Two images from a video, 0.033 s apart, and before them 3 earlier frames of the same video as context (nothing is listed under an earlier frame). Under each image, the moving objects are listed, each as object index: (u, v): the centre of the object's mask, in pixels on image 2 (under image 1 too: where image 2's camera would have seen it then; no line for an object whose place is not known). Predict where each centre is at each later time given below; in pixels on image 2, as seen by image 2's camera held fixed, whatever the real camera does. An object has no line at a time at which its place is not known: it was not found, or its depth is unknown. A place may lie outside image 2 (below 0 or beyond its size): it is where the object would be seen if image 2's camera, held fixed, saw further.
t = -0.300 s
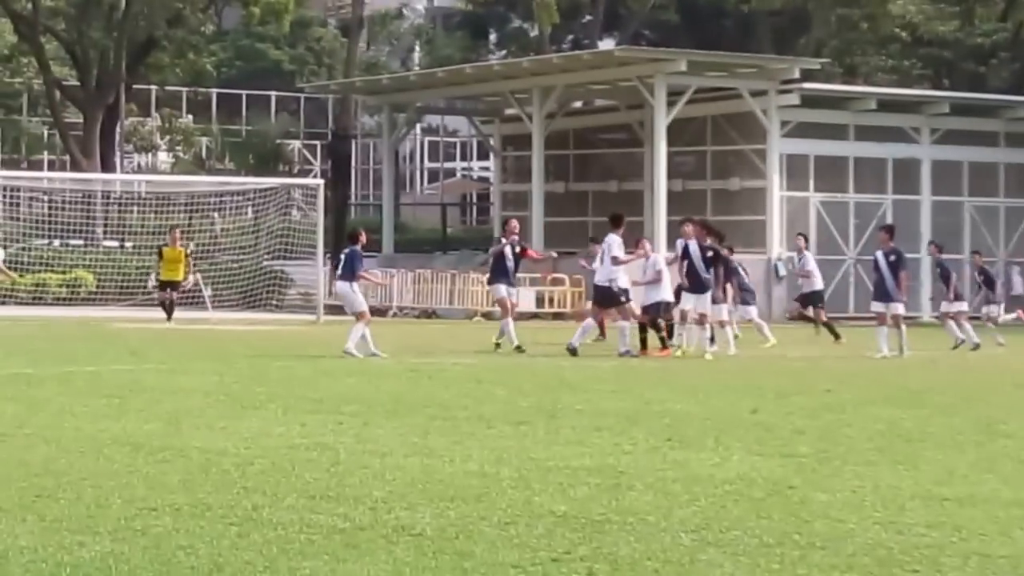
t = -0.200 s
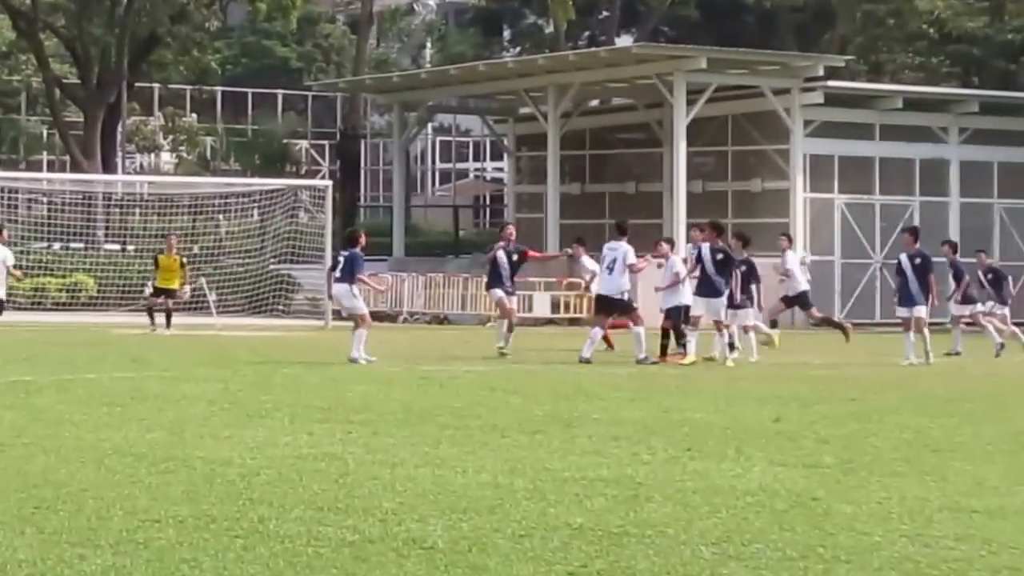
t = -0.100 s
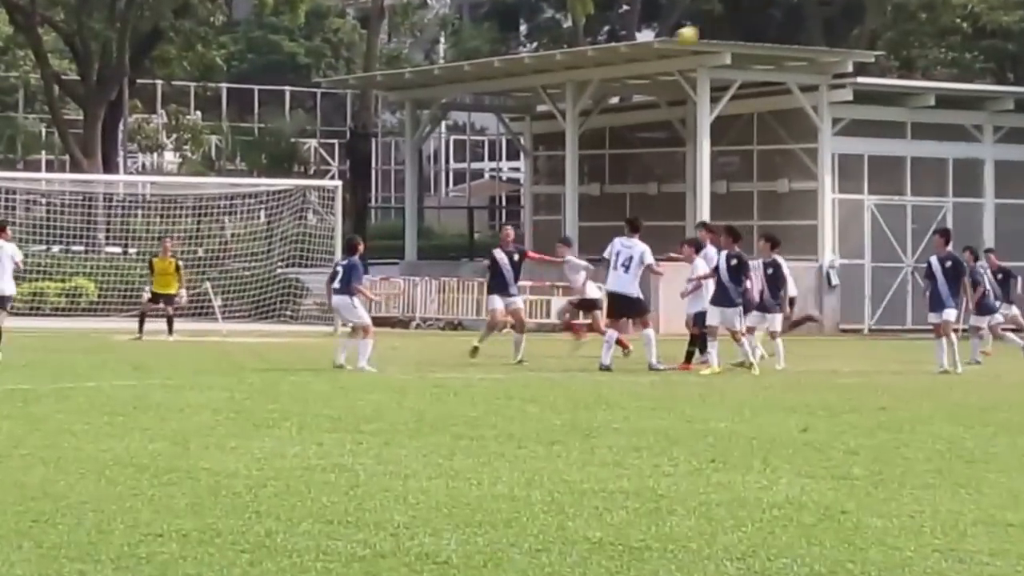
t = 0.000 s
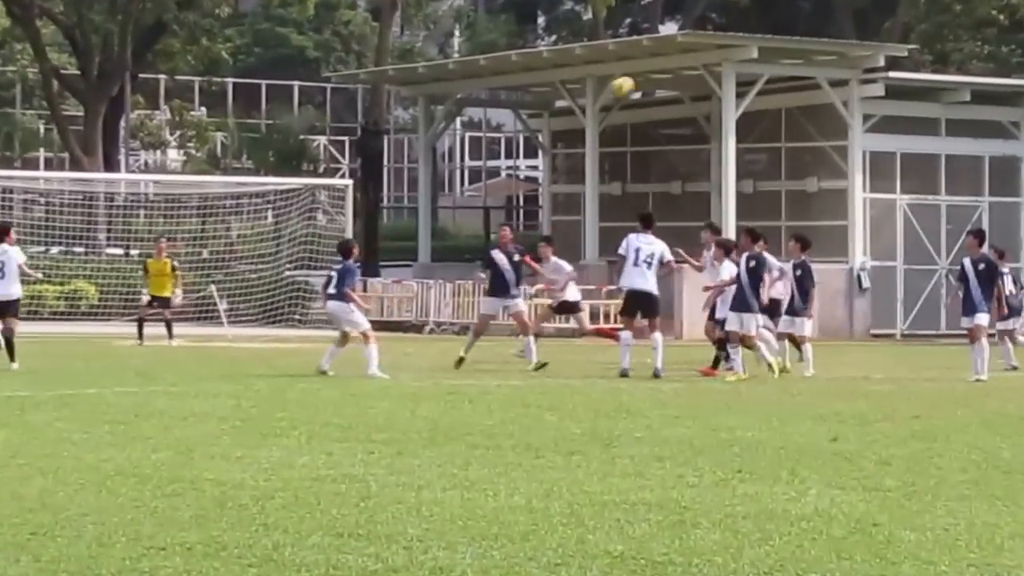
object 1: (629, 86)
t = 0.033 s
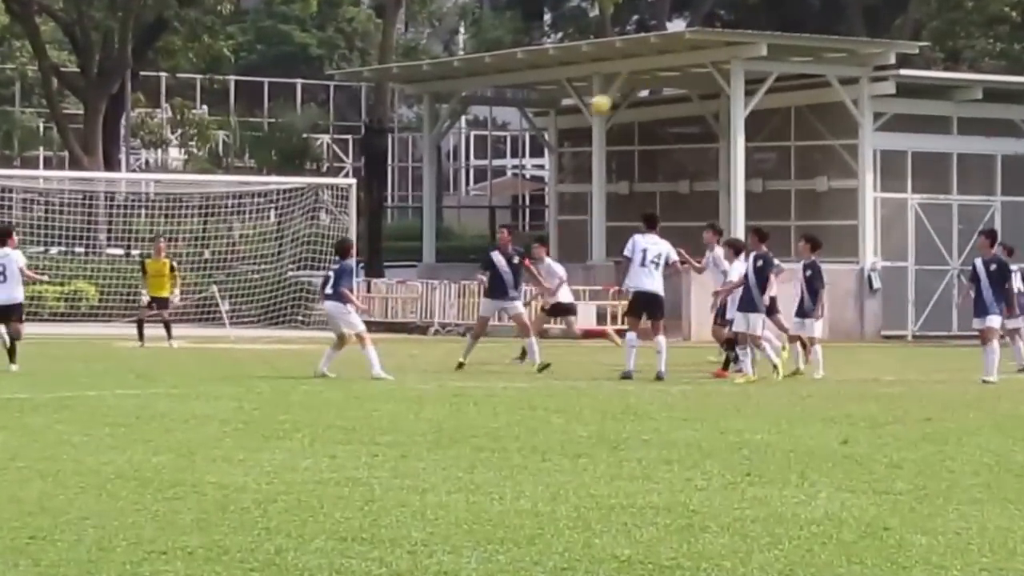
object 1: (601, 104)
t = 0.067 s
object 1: (571, 123)
